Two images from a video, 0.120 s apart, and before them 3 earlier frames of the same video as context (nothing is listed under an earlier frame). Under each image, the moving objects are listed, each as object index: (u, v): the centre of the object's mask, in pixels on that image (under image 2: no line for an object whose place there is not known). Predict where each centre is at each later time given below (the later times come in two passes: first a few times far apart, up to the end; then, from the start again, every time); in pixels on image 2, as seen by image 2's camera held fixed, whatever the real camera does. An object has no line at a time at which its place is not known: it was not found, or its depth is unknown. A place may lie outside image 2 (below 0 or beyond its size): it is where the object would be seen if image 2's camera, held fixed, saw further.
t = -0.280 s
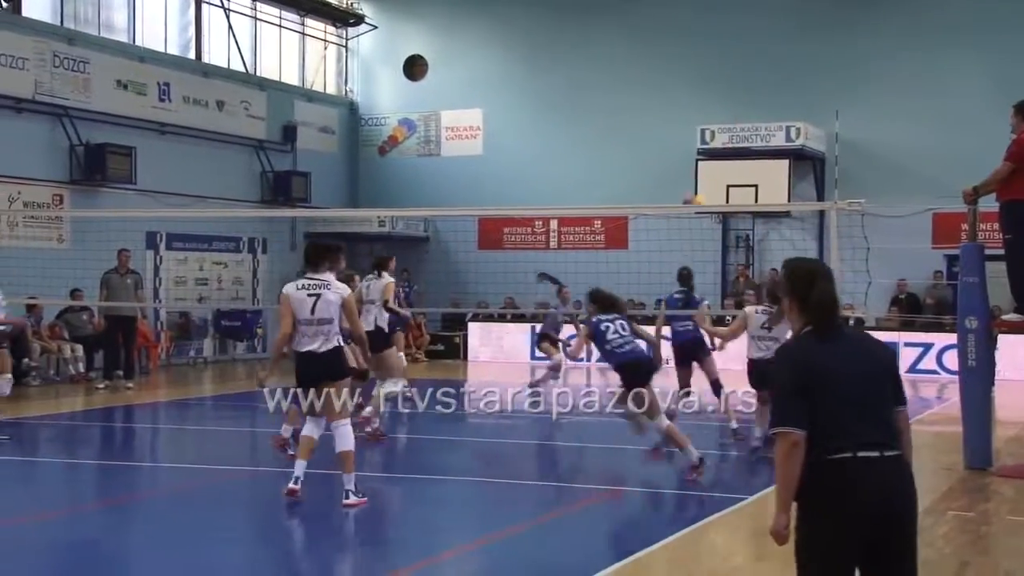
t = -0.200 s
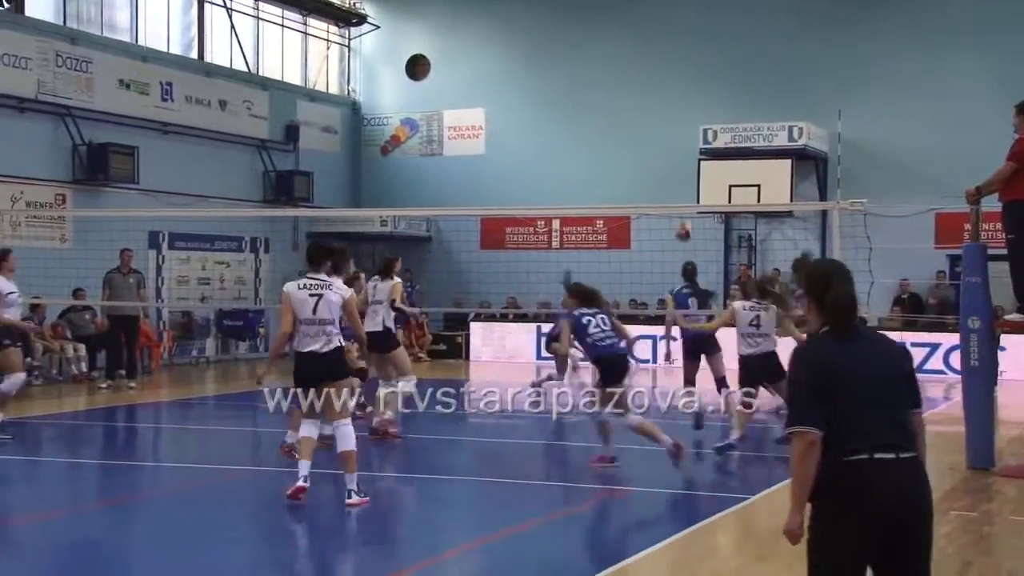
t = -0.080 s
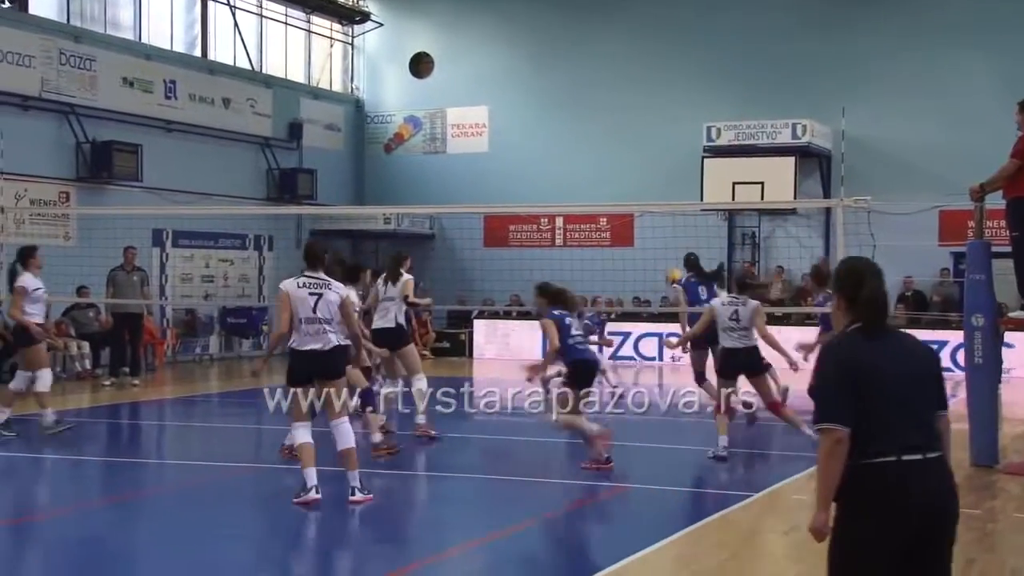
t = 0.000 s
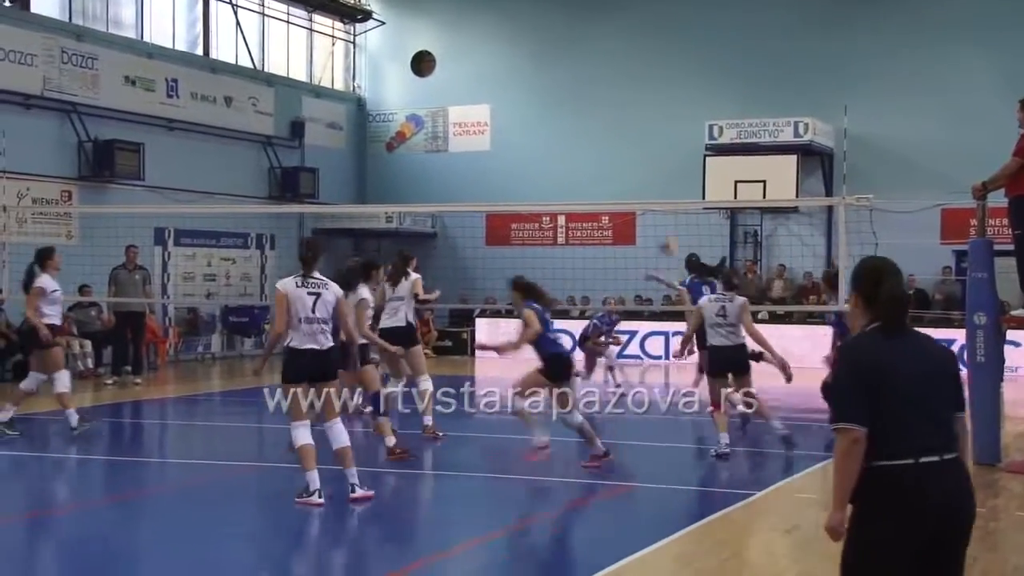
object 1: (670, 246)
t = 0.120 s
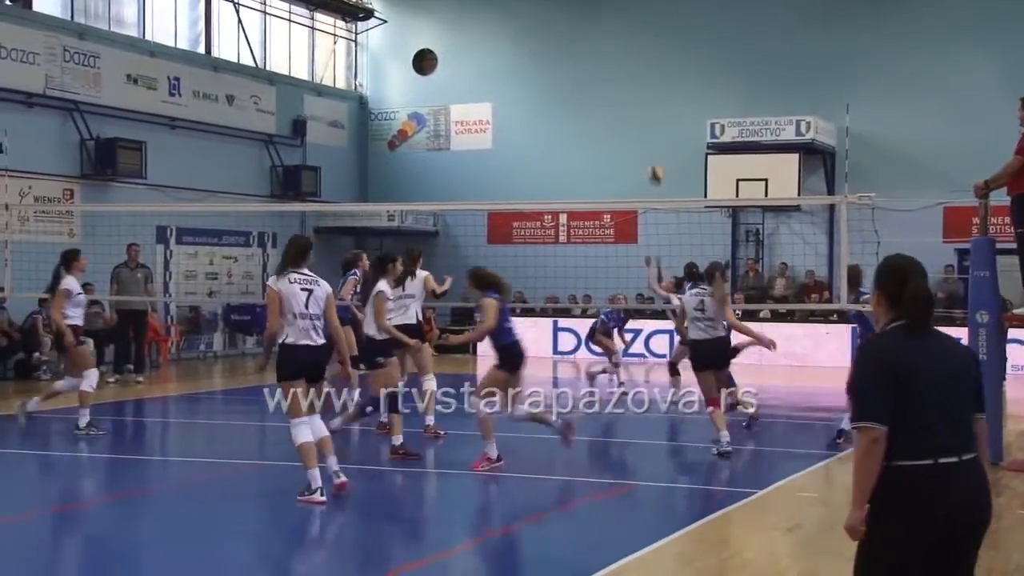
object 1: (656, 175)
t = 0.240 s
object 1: (644, 119)
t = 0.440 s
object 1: (622, 52)
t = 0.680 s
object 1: (596, 12)
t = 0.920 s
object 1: (572, 19)
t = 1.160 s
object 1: (546, 71)
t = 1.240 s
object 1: (539, 100)
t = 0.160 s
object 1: (652, 154)
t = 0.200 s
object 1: (648, 136)
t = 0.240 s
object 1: (644, 119)
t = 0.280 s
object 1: (640, 102)
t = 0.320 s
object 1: (635, 88)
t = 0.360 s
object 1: (630, 75)
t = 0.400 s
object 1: (626, 62)
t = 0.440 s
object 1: (622, 52)
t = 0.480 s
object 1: (618, 43)
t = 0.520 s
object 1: (613, 35)
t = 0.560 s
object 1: (609, 26)
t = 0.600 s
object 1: (605, 20)
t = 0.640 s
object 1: (601, 15)
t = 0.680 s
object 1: (596, 12)
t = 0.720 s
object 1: (592, 11)
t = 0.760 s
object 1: (589, 10)
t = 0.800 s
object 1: (585, 10)
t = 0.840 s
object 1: (580, 11)
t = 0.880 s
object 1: (577, 13)
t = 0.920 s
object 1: (572, 19)
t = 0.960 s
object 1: (567, 25)
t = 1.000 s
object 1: (564, 31)
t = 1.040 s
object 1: (559, 39)
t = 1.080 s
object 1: (555, 49)
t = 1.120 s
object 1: (551, 58)
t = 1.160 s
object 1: (546, 71)
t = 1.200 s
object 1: (542, 85)
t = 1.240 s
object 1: (539, 100)
